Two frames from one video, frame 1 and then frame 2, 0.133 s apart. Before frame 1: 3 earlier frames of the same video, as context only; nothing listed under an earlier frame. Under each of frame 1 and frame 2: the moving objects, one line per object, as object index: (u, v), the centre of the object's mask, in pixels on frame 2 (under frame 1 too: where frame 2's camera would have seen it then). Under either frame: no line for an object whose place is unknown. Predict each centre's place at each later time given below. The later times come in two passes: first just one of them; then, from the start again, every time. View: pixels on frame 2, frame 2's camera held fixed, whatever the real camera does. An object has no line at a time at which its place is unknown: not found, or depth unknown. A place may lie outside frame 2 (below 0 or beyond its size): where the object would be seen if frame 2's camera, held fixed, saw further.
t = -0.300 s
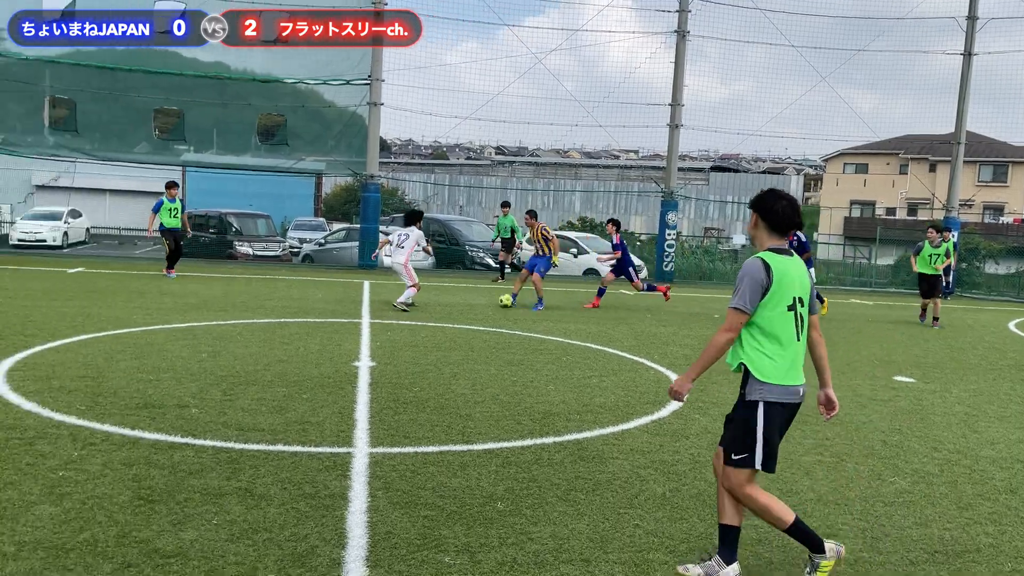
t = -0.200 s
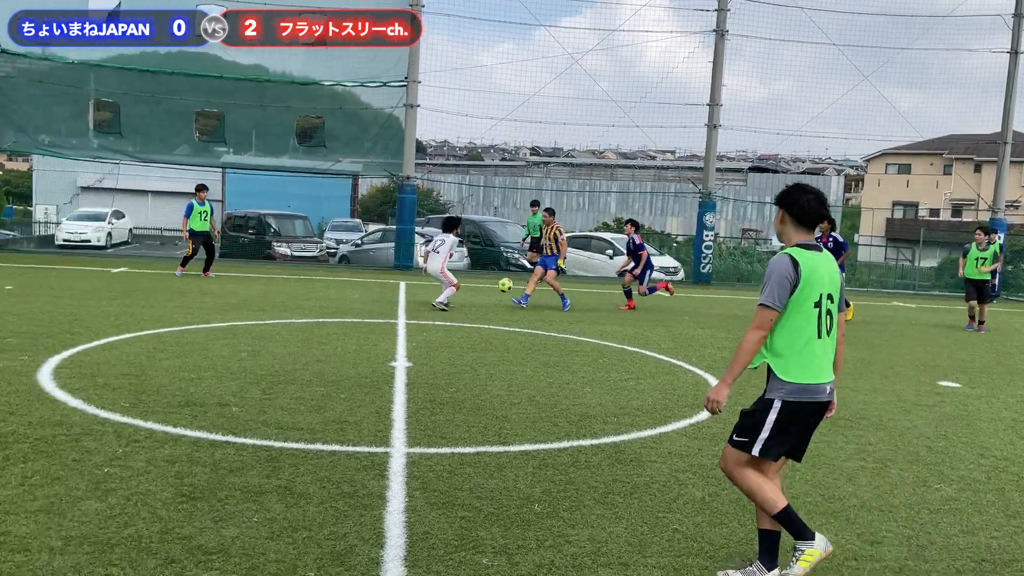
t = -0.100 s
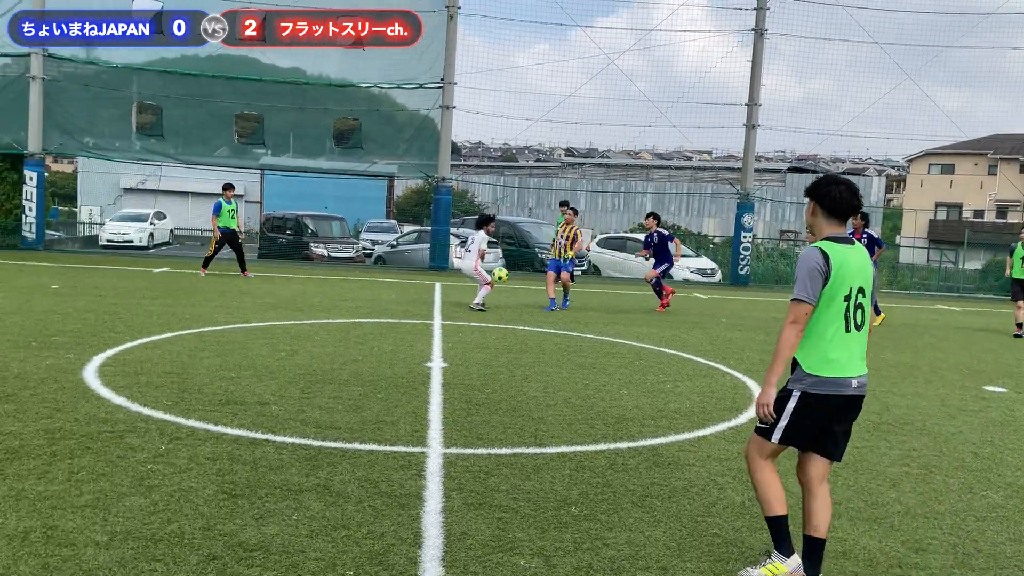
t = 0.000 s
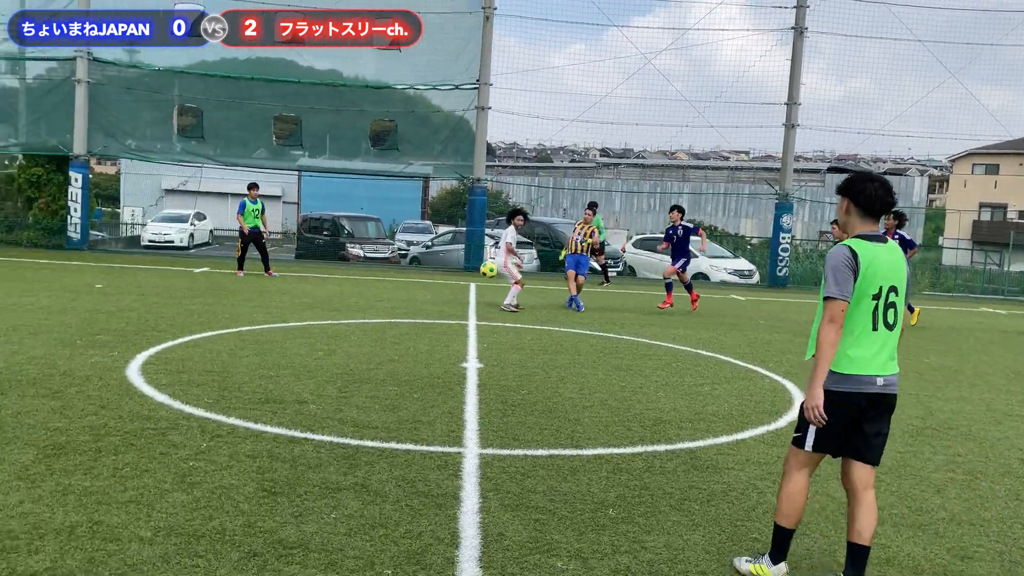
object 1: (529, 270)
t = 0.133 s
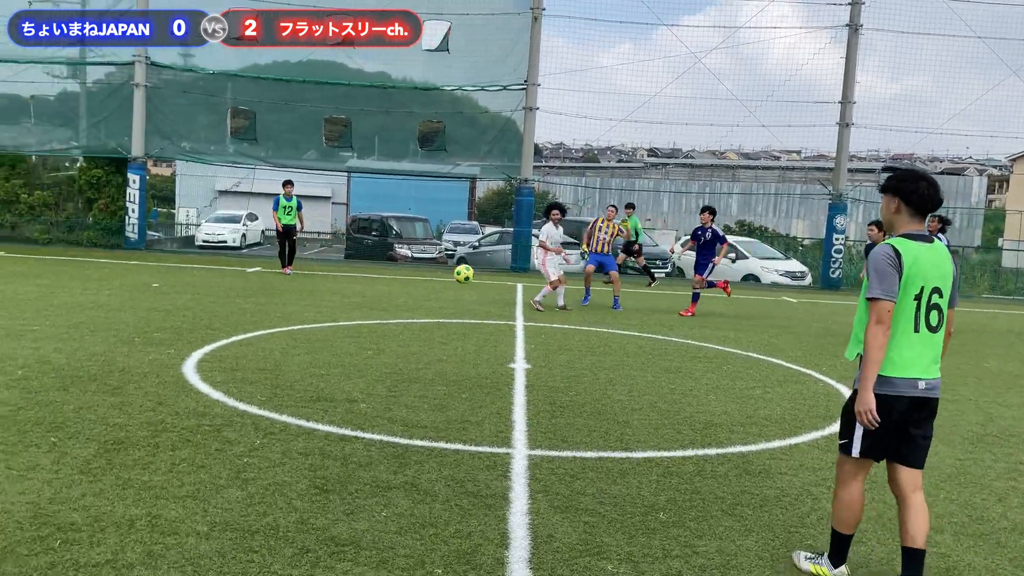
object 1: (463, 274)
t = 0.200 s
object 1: (425, 282)
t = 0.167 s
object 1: (445, 277)
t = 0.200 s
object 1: (425, 282)
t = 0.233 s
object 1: (403, 289)
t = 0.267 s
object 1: (380, 297)
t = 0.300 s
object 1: (354, 306)
